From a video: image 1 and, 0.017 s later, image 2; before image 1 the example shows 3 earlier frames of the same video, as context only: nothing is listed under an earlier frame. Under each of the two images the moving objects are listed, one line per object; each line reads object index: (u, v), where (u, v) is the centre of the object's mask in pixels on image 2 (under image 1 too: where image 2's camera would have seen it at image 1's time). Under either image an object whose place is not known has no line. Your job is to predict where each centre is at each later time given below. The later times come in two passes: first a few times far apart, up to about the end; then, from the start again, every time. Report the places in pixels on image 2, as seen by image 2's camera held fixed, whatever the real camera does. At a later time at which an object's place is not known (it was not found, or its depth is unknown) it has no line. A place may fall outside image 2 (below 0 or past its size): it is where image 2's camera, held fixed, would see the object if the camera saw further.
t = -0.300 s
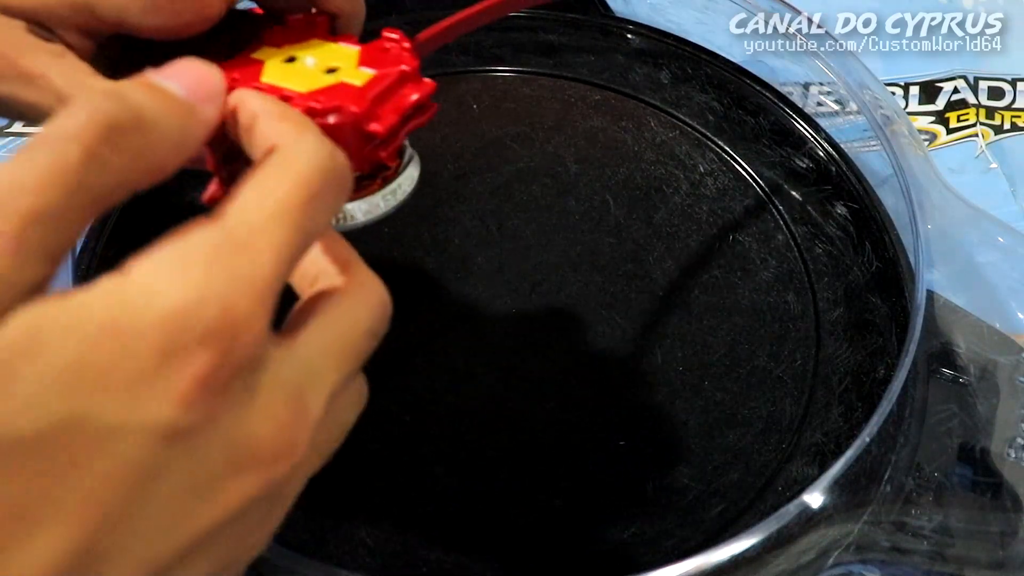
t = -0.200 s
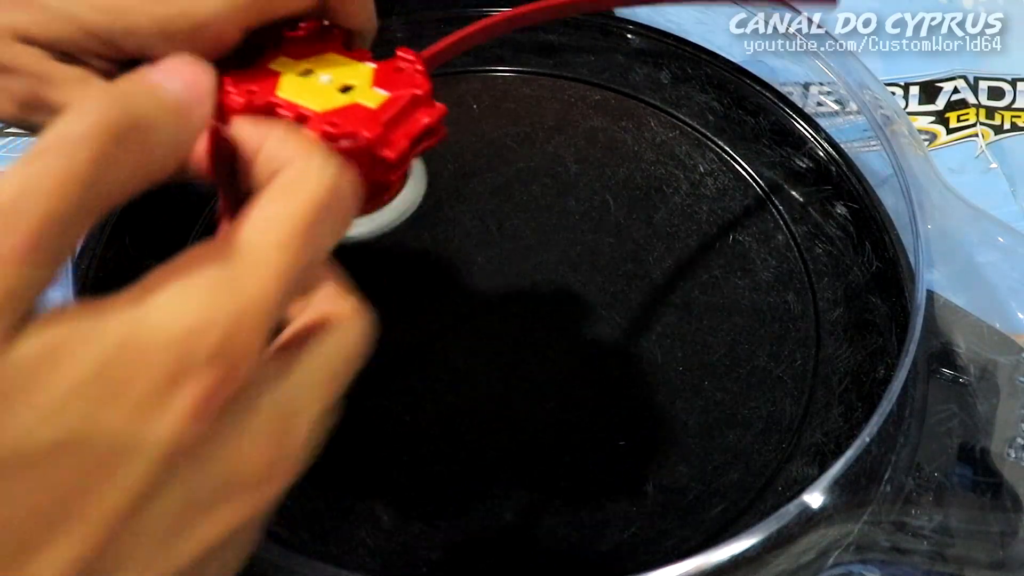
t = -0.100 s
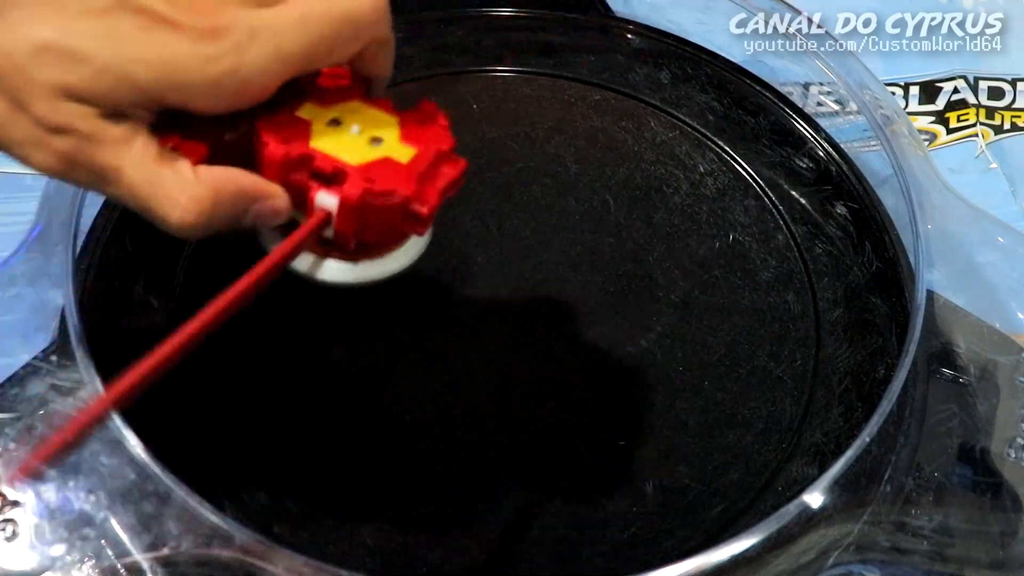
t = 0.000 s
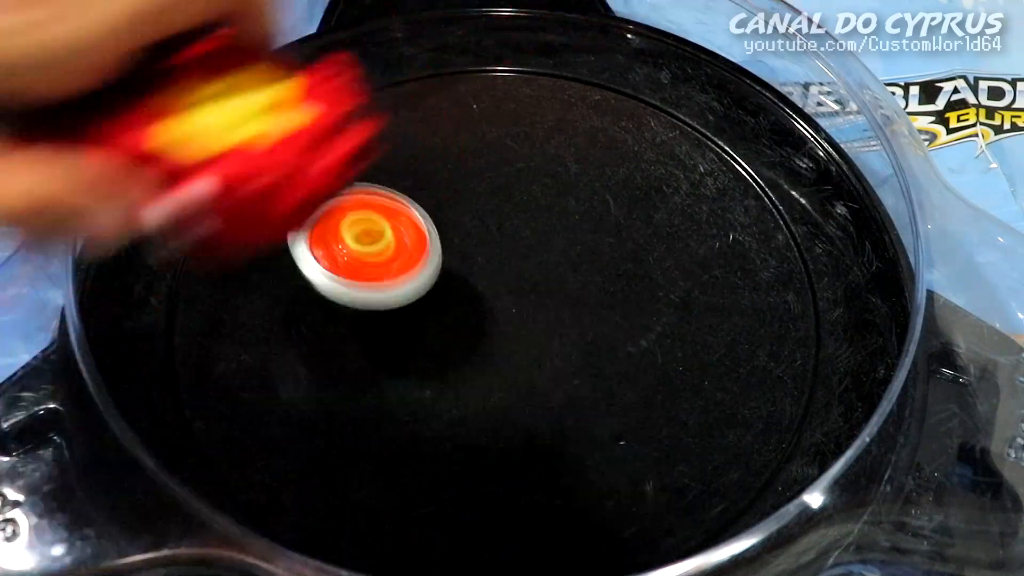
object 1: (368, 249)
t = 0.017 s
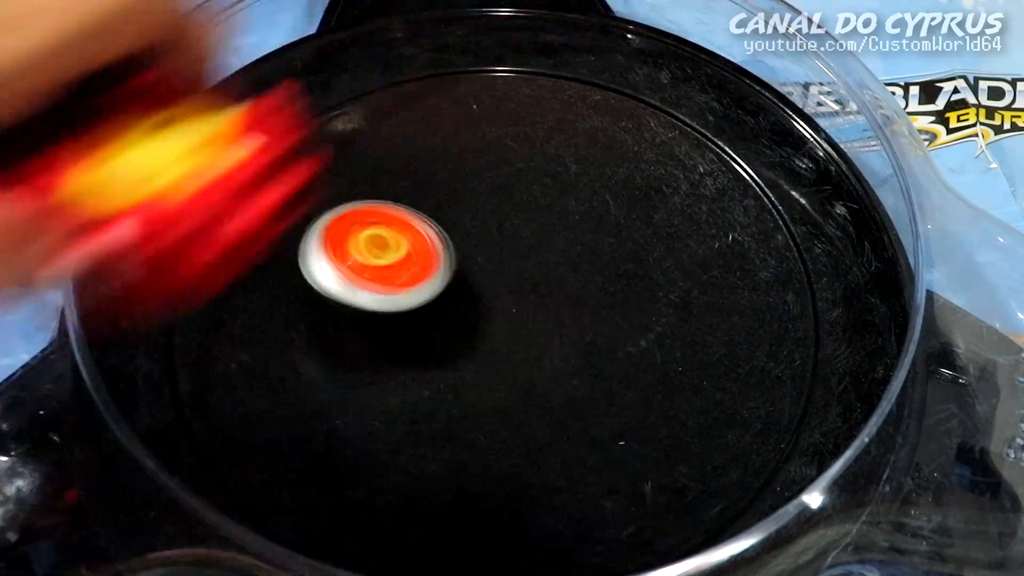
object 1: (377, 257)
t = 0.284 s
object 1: (601, 202)
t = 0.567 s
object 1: (487, 188)
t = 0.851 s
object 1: (337, 229)
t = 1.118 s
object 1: (521, 280)
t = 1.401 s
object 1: (557, 234)
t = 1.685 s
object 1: (455, 231)
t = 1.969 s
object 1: (614, 313)
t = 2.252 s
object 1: (617, 232)
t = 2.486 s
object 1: (480, 269)
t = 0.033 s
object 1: (398, 247)
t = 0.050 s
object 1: (418, 238)
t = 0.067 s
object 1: (440, 235)
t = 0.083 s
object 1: (460, 236)
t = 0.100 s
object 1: (481, 238)
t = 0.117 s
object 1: (496, 227)
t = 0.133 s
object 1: (510, 217)
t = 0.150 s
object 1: (525, 212)
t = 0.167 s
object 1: (538, 211)
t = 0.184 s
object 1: (552, 215)
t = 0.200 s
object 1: (564, 221)
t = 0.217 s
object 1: (574, 212)
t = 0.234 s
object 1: (582, 204)
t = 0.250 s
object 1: (589, 198)
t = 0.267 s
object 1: (595, 198)
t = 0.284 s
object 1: (601, 202)
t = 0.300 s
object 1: (602, 193)
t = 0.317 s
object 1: (601, 183)
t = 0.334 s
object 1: (599, 176)
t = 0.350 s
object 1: (597, 175)
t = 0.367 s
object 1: (594, 178)
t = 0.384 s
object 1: (590, 185)
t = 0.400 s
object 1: (585, 189)
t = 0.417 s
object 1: (576, 178)
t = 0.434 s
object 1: (567, 172)
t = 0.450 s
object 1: (557, 171)
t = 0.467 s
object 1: (548, 173)
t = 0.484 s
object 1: (537, 182)
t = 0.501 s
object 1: (527, 190)
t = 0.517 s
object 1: (518, 186)
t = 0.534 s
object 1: (508, 183)
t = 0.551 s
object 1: (497, 184)
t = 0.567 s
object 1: (487, 188)
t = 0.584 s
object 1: (476, 186)
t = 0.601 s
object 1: (466, 185)
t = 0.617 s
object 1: (454, 187)
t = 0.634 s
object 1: (441, 183)
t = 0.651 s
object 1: (430, 184)
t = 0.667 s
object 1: (417, 186)
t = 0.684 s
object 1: (404, 187)
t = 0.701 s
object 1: (392, 192)
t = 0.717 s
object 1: (379, 195)
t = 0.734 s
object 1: (368, 198)
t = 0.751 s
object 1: (358, 203)
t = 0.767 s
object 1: (349, 207)
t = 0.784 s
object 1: (343, 211)
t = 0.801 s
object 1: (338, 215)
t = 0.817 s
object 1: (335, 220)
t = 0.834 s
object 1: (335, 224)
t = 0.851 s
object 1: (337, 229)
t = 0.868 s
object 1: (341, 234)
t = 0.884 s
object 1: (347, 240)
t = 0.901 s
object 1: (355, 245)
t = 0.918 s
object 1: (365, 250)
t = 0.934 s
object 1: (376, 255)
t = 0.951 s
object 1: (387, 260)
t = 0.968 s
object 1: (402, 265)
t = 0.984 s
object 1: (418, 269)
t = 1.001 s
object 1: (432, 271)
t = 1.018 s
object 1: (448, 274)
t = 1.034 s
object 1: (463, 274)
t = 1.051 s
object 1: (476, 275)
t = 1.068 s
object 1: (490, 278)
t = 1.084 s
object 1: (501, 277)
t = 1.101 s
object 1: (510, 276)
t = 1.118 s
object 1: (521, 280)
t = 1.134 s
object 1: (533, 281)
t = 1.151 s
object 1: (543, 280)
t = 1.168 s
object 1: (555, 277)
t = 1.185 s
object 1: (565, 276)
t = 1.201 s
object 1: (571, 269)
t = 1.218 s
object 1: (577, 263)
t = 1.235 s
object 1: (582, 263)
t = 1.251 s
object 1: (587, 264)
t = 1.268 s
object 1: (589, 254)
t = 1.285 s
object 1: (592, 249)
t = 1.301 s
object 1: (593, 248)
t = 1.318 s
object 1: (591, 244)
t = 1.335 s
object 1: (587, 240)
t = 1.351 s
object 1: (583, 239)
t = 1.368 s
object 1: (576, 239)
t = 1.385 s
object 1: (567, 234)
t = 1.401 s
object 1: (557, 234)
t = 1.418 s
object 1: (547, 234)
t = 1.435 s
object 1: (534, 228)
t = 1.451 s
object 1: (523, 226)
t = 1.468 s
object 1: (510, 226)
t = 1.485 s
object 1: (499, 219)
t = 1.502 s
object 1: (489, 213)
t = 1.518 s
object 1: (478, 213)
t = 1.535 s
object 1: (470, 210)
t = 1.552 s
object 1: (463, 208)
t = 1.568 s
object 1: (457, 209)
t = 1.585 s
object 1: (453, 210)
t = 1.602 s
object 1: (450, 212)
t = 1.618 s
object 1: (448, 215)
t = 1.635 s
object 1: (447, 218)
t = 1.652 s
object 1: (448, 222)
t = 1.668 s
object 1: (450, 227)
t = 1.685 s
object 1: (455, 231)
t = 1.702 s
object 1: (460, 238)
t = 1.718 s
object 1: (466, 246)
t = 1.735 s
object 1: (473, 252)
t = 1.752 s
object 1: (482, 258)
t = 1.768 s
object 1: (492, 267)
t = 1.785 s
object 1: (501, 274)
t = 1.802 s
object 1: (514, 282)
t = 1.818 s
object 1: (525, 289)
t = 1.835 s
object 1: (539, 294)
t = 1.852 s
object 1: (551, 300)
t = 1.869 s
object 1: (565, 304)
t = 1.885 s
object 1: (577, 308)
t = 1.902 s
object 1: (587, 312)
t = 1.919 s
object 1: (595, 313)
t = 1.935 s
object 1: (603, 316)
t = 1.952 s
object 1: (609, 315)
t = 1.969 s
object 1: (614, 313)
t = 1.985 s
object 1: (618, 314)
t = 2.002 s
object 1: (625, 312)
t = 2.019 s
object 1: (630, 310)
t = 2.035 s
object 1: (636, 305)
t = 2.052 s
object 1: (641, 302)
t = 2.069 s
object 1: (646, 296)
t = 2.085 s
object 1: (649, 292)
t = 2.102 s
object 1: (652, 287)
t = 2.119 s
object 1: (655, 280)
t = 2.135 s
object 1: (656, 273)
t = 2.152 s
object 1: (655, 266)
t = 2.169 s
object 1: (652, 260)
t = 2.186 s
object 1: (646, 254)
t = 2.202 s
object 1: (639, 247)
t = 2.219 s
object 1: (633, 241)
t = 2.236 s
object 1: (625, 237)
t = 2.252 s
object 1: (617, 232)
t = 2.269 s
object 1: (609, 229)
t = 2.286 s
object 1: (599, 228)
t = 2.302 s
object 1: (589, 228)
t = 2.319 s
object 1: (578, 231)
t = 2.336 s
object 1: (567, 234)
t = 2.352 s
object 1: (554, 239)
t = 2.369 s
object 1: (543, 242)
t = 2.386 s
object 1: (532, 247)
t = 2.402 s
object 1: (522, 250)
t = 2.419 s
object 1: (513, 254)
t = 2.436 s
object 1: (503, 258)
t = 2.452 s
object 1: (496, 260)
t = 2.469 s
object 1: (488, 265)
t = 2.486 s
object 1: (480, 269)
